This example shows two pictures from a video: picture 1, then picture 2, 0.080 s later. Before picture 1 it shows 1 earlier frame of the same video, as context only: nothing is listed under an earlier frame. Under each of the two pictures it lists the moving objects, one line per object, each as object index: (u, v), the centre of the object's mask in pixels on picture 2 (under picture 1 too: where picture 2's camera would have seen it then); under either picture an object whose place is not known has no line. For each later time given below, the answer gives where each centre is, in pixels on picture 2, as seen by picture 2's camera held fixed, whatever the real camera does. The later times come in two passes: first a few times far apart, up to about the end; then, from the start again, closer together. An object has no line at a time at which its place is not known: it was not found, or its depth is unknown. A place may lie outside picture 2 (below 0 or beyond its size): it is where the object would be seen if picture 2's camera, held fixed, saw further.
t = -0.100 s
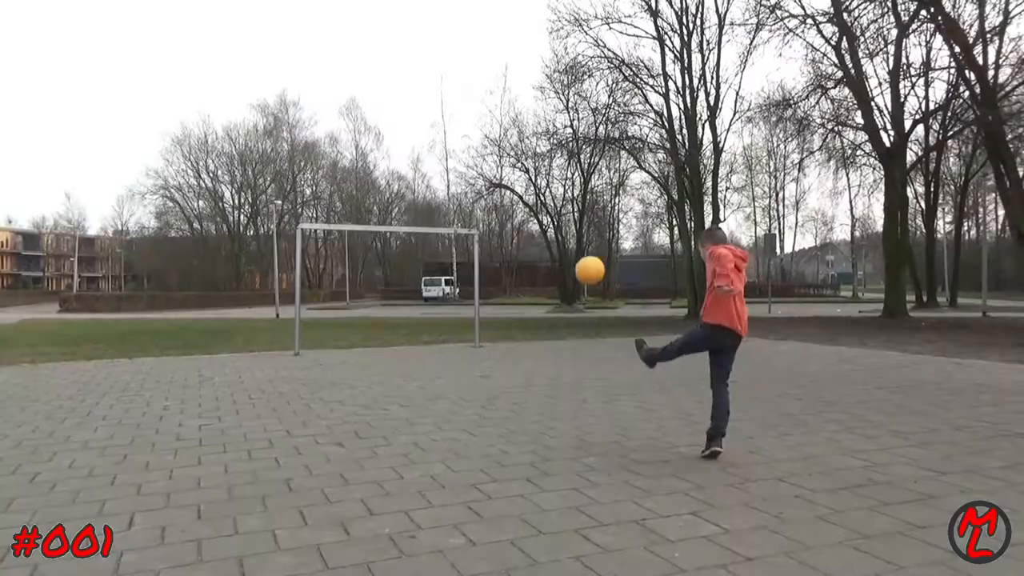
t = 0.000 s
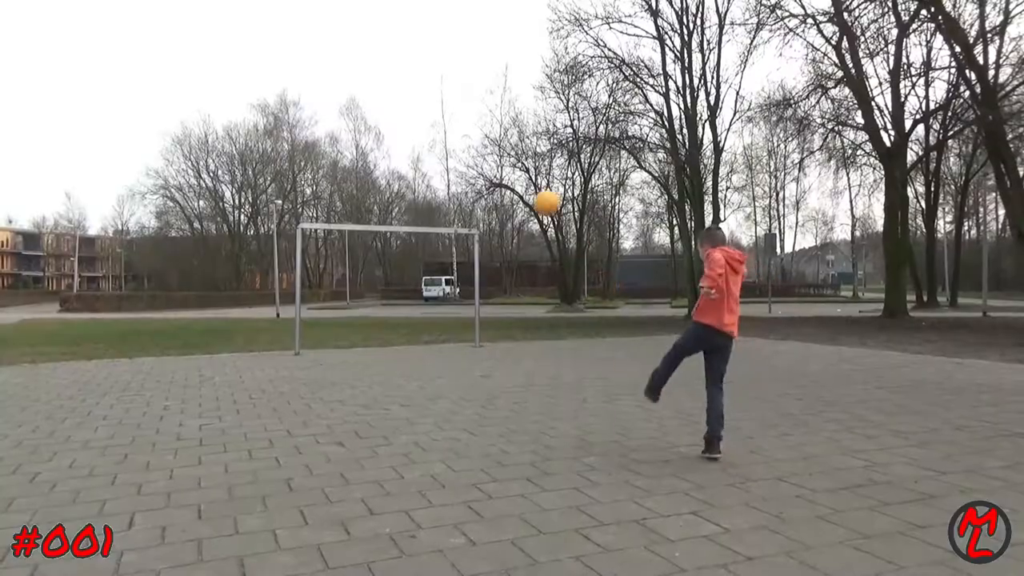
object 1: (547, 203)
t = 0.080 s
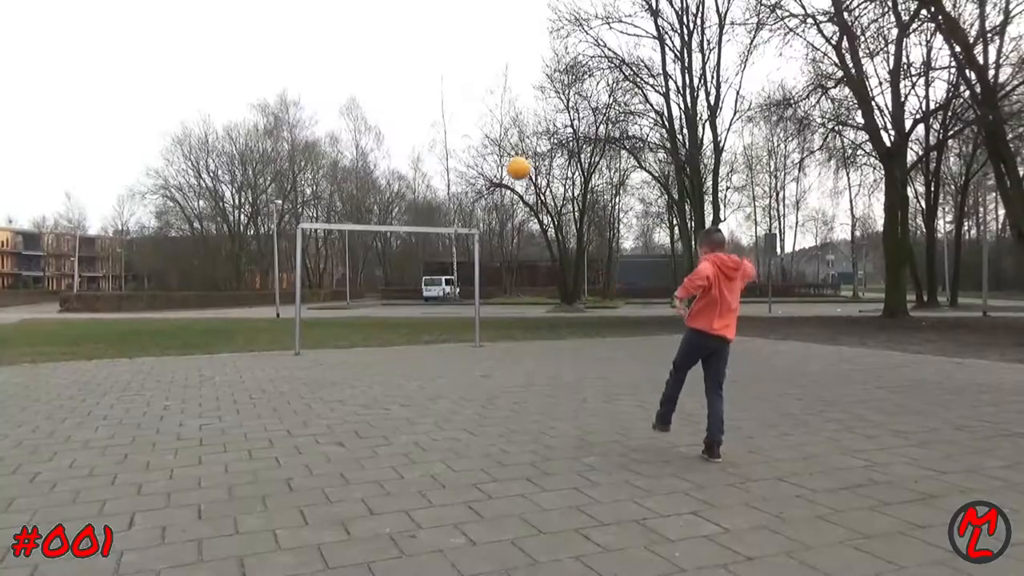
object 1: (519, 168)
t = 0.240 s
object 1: (474, 132)
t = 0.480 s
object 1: (430, 128)
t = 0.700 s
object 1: (404, 157)
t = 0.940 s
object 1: (387, 209)
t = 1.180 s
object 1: (372, 280)
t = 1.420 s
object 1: (362, 308)
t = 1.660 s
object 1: (360, 263)
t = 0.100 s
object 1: (512, 161)
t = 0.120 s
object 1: (506, 156)
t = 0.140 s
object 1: (500, 150)
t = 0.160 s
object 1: (495, 145)
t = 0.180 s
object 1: (489, 142)
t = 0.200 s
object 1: (484, 138)
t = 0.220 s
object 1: (479, 135)
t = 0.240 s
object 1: (474, 132)
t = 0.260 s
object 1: (469, 130)
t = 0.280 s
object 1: (465, 128)
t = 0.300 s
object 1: (461, 127)
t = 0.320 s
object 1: (456, 125)
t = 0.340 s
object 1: (453, 124)
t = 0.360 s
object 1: (449, 124)
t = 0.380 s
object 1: (445, 124)
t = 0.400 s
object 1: (442, 124)
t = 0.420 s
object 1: (439, 125)
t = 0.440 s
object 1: (435, 126)
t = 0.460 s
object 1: (433, 126)
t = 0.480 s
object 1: (430, 128)
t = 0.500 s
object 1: (427, 129)
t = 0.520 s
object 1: (424, 131)
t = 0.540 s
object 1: (422, 133)
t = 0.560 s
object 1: (419, 135)
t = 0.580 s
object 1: (417, 138)
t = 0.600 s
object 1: (414, 140)
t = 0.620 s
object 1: (412, 144)
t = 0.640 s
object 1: (410, 146)
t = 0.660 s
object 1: (408, 150)
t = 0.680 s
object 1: (407, 153)
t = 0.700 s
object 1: (404, 157)
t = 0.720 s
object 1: (403, 160)
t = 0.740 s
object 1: (401, 164)
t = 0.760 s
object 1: (399, 168)
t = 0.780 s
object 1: (398, 173)
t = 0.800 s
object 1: (397, 177)
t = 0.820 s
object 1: (395, 181)
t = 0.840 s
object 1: (394, 186)
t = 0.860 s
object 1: (392, 191)
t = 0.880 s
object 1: (390, 195)
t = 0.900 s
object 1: (389, 200)
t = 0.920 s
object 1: (388, 205)
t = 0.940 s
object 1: (387, 209)
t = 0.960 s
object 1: (385, 215)
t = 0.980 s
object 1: (384, 220)
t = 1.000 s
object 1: (383, 223)
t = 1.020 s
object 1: (382, 235)
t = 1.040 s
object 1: (380, 238)
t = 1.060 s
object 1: (379, 243)
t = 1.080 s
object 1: (377, 250)
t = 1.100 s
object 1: (377, 255)
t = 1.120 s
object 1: (376, 261)
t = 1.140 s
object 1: (374, 267)
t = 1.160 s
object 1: (373, 273)
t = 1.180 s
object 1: (372, 280)
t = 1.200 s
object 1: (370, 286)
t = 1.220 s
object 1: (369, 292)
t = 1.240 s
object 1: (368, 298)
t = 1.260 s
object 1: (367, 305)
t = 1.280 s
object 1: (367, 312)
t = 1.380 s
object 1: (363, 318)
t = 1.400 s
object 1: (362, 313)
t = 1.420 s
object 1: (362, 308)
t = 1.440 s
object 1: (362, 303)
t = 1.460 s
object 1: (361, 298)
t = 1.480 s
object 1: (361, 294)
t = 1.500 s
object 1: (361, 289)
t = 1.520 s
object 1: (361, 285)
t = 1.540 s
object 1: (361, 281)
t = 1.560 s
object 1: (360, 278)
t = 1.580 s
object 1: (360, 274)
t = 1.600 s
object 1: (360, 271)
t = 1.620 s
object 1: (360, 268)
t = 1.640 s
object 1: (360, 266)
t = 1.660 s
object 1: (360, 263)
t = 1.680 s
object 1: (360, 260)
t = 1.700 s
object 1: (359, 258)
